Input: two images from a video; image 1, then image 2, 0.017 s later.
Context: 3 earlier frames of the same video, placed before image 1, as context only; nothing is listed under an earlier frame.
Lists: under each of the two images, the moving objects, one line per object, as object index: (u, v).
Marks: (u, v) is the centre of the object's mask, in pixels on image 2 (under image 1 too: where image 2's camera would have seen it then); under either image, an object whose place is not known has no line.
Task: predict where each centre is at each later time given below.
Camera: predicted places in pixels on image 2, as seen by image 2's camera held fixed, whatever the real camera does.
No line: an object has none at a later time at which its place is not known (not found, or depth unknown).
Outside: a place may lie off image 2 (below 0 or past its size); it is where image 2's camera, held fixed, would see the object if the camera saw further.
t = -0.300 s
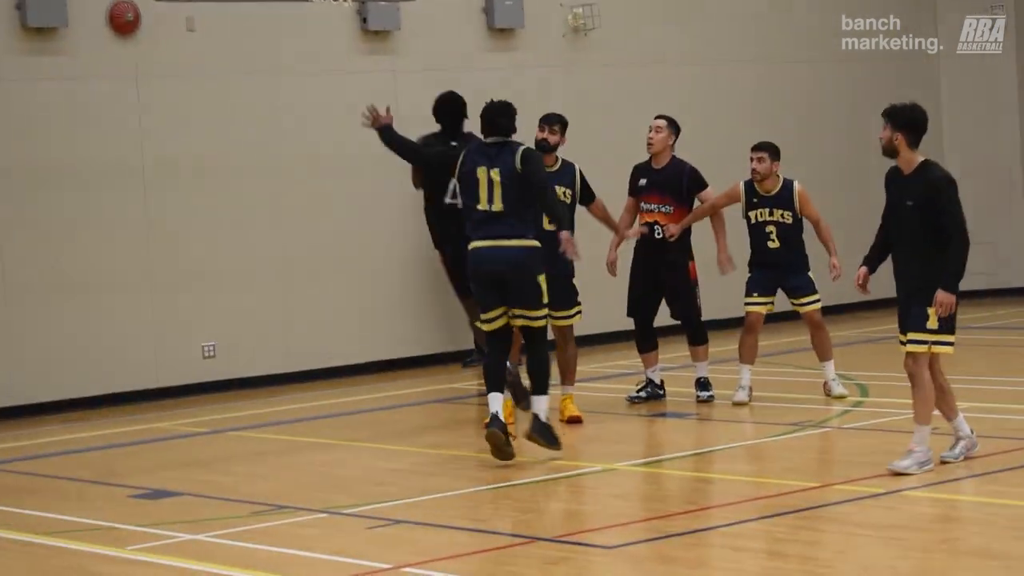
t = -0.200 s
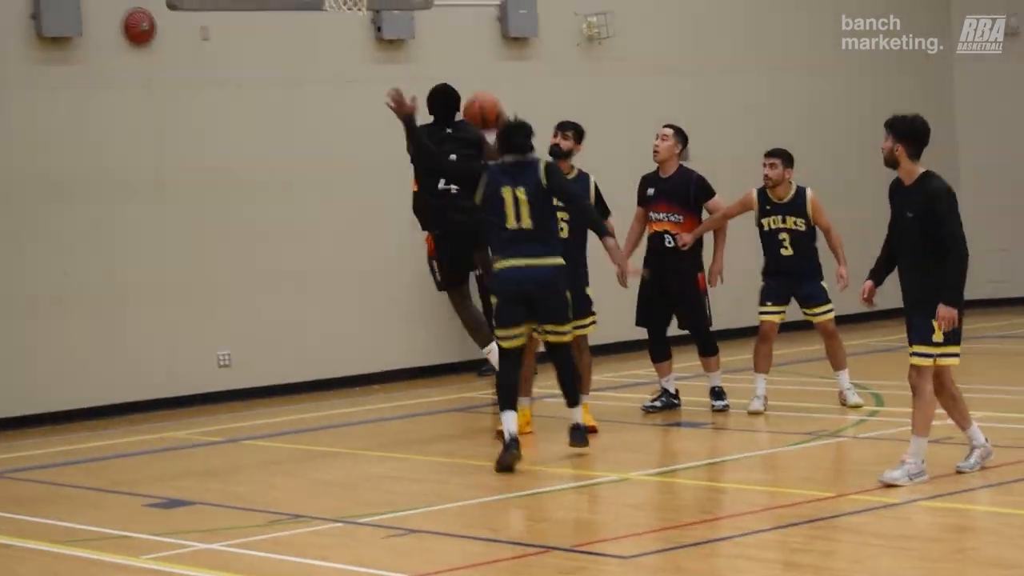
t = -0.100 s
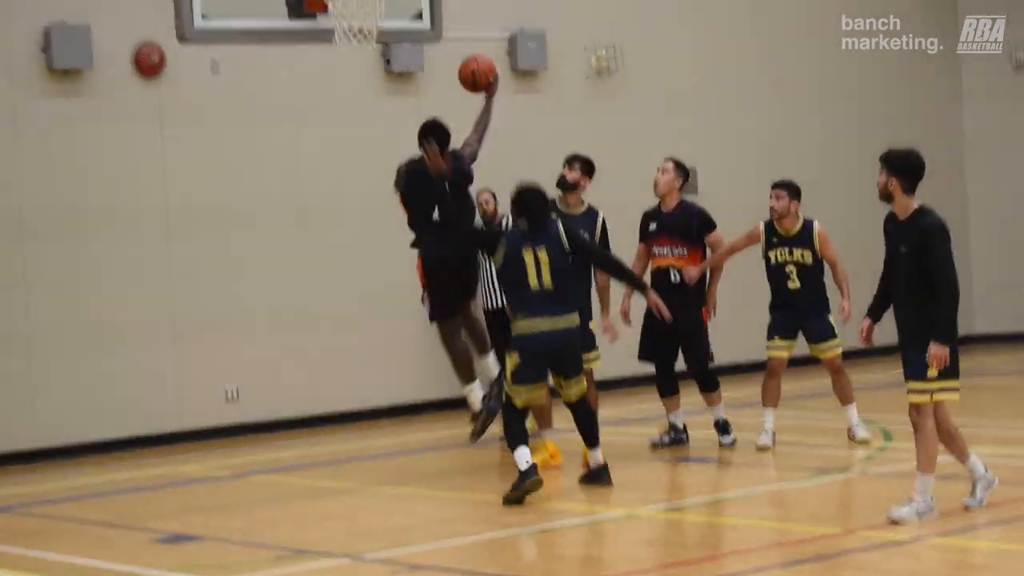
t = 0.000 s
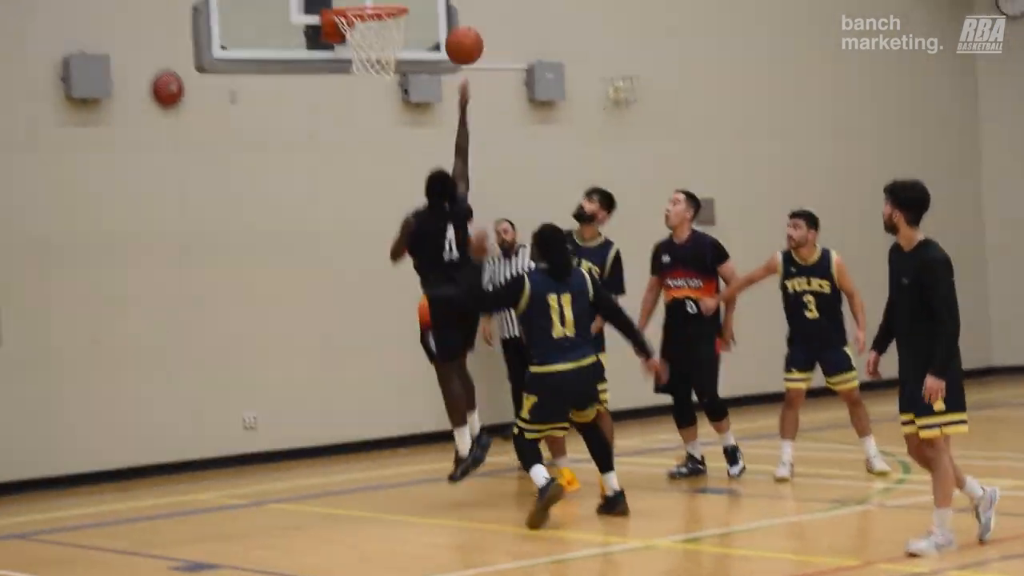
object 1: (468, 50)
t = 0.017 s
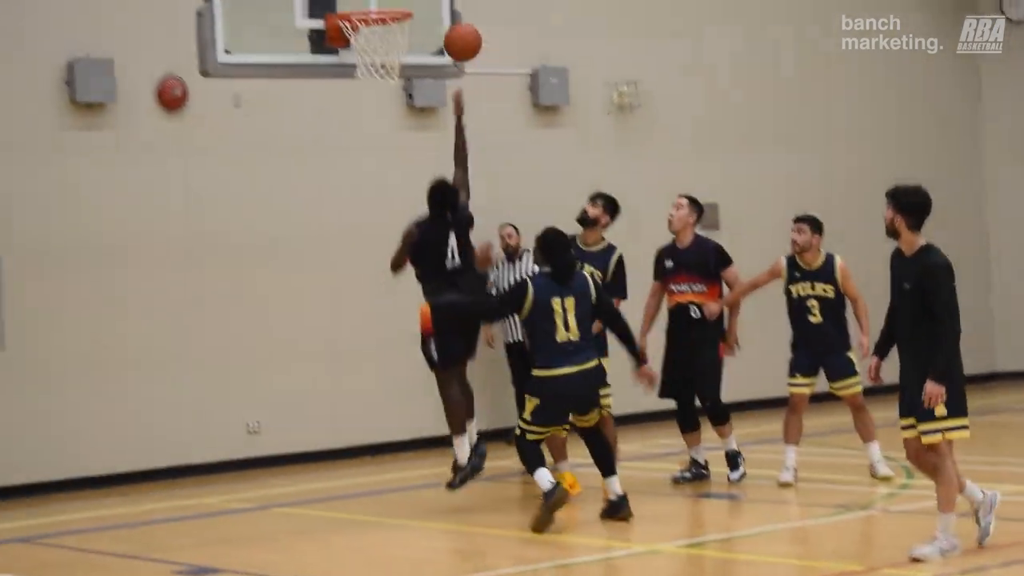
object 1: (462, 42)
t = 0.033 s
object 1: (457, 34)
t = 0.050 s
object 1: (451, 26)
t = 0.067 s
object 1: (445, 19)
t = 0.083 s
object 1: (439, 12)
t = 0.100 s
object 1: (432, 6)
